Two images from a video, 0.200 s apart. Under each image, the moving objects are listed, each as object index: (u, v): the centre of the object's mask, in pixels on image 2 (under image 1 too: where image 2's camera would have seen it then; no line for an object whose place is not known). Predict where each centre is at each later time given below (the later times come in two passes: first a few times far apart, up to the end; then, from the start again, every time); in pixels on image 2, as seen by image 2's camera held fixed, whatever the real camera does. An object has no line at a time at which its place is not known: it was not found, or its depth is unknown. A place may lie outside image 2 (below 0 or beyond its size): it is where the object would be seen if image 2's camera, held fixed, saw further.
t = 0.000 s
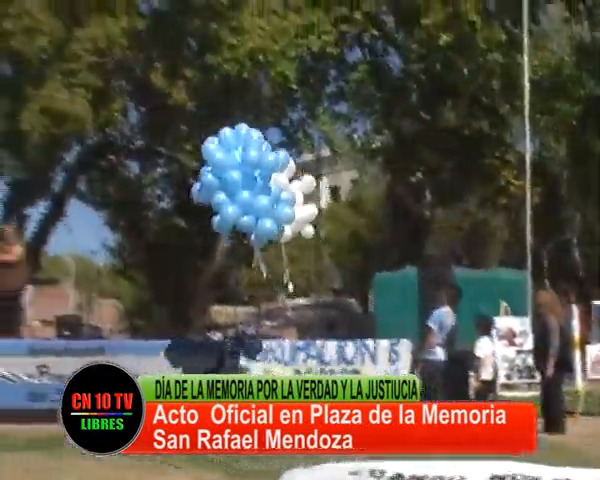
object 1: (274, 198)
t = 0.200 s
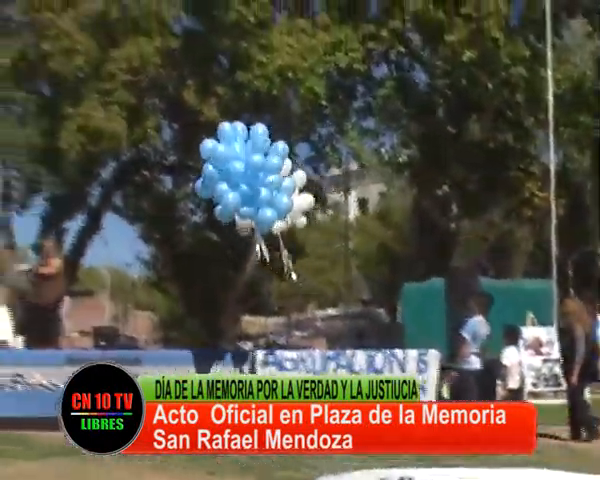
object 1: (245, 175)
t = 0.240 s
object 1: (239, 171)
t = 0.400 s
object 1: (215, 153)
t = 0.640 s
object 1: (182, 135)
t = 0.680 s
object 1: (177, 132)
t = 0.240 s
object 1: (239, 171)
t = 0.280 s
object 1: (234, 166)
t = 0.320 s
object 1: (228, 162)
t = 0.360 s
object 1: (221, 157)
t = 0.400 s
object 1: (215, 153)
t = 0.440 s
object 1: (209, 149)
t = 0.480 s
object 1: (203, 146)
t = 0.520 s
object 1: (198, 143)
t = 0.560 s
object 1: (193, 140)
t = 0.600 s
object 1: (188, 137)
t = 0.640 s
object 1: (182, 135)
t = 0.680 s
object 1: (177, 132)
